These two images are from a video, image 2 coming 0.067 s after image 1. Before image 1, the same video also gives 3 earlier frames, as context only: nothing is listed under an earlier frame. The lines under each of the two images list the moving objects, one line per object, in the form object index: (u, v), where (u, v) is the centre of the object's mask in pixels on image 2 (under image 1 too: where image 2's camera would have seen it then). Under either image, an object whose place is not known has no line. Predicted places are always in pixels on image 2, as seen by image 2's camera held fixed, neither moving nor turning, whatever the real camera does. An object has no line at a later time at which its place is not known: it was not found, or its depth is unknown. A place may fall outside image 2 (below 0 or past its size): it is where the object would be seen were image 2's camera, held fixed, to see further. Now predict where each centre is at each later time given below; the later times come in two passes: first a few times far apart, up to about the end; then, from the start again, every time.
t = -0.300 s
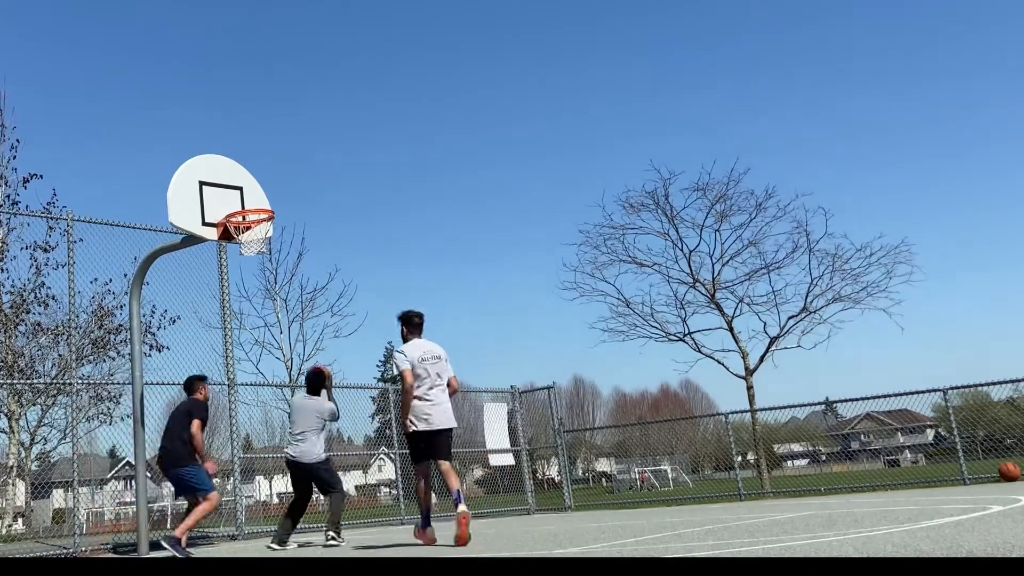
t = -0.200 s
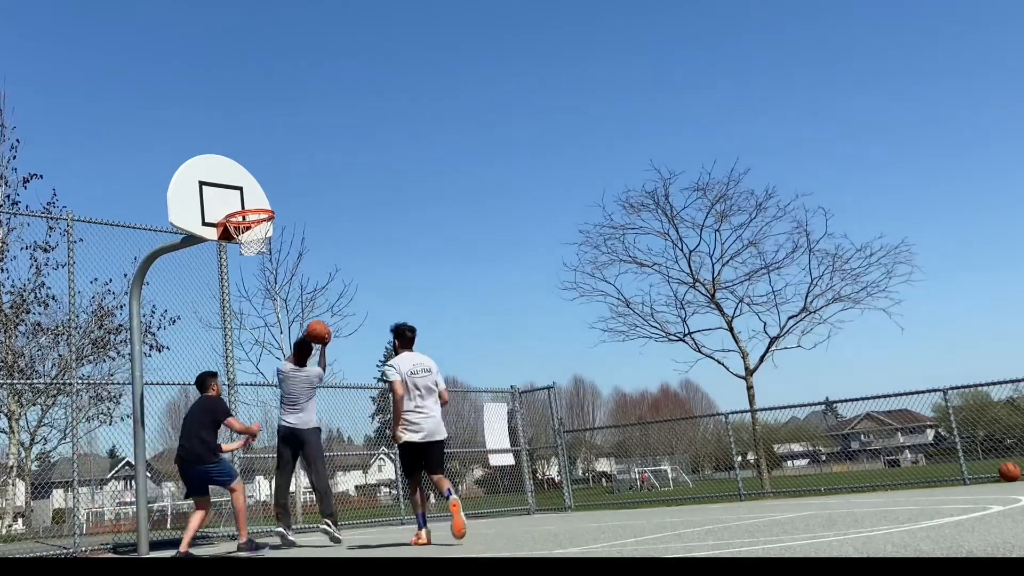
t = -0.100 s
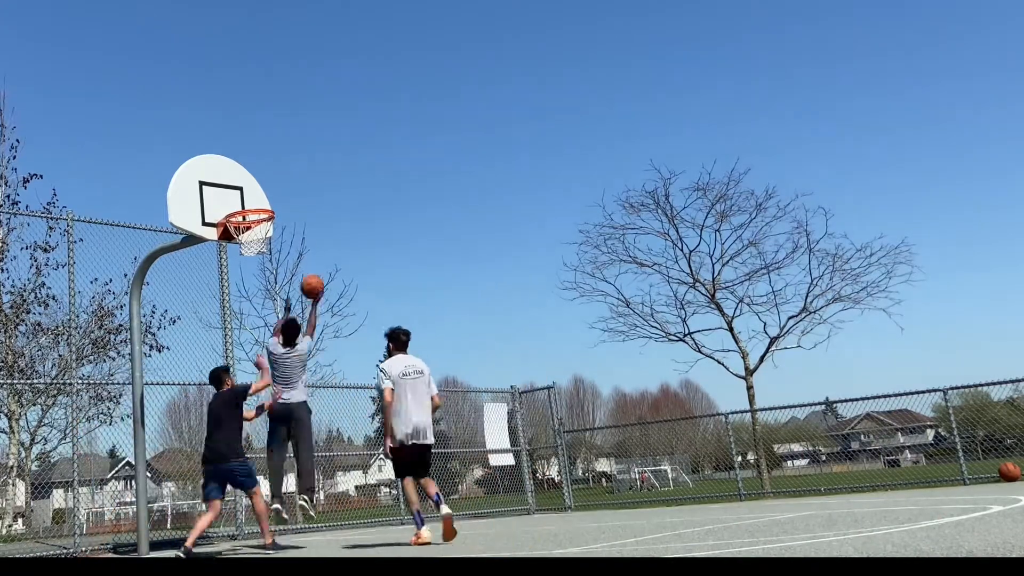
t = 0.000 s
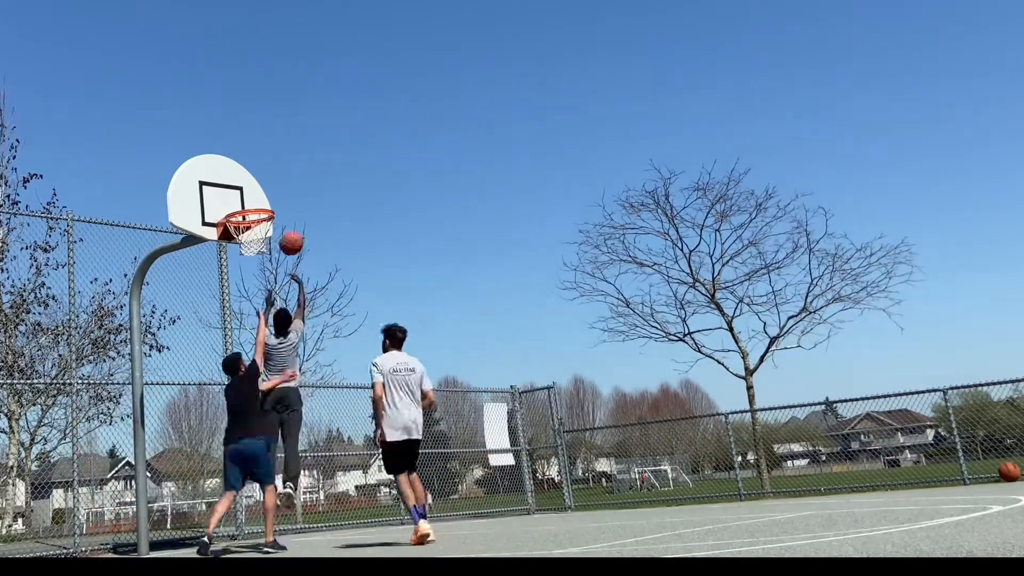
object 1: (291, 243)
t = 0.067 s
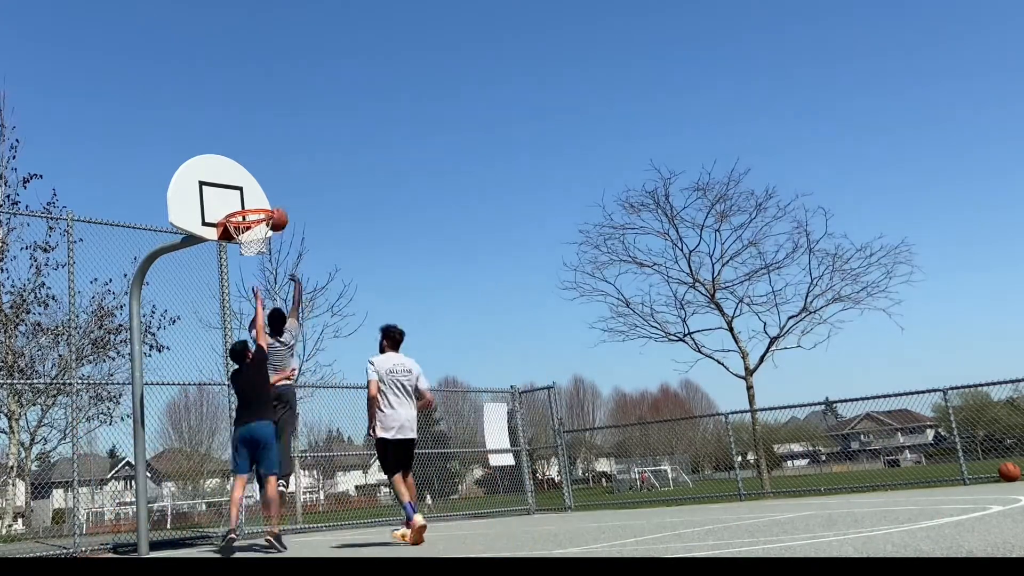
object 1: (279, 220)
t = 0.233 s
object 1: (240, 179)
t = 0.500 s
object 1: (225, 177)
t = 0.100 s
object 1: (270, 206)
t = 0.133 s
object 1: (261, 199)
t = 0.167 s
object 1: (254, 192)
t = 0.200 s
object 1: (247, 185)
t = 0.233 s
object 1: (240, 179)
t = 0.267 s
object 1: (234, 175)
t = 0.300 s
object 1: (233, 172)
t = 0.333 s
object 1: (232, 170)
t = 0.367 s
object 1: (230, 170)
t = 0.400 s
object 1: (229, 170)
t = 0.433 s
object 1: (228, 171)
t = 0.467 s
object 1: (226, 173)
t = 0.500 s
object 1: (225, 177)
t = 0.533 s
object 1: (224, 182)
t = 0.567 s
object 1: (223, 188)
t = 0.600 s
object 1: (222, 194)
